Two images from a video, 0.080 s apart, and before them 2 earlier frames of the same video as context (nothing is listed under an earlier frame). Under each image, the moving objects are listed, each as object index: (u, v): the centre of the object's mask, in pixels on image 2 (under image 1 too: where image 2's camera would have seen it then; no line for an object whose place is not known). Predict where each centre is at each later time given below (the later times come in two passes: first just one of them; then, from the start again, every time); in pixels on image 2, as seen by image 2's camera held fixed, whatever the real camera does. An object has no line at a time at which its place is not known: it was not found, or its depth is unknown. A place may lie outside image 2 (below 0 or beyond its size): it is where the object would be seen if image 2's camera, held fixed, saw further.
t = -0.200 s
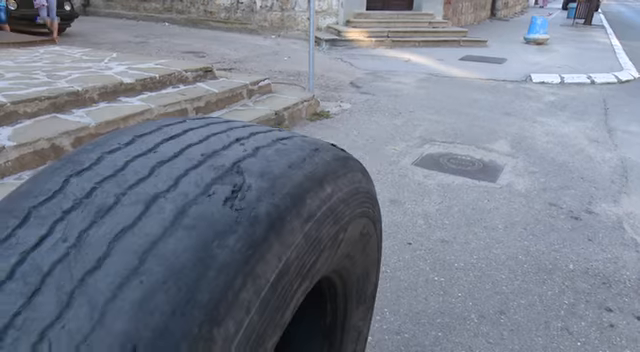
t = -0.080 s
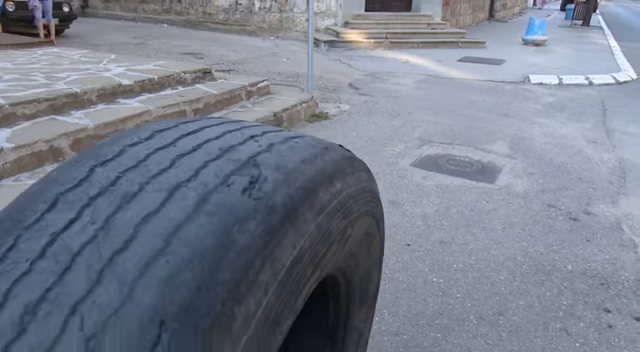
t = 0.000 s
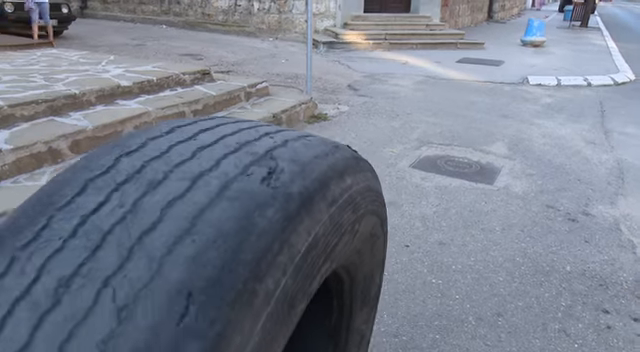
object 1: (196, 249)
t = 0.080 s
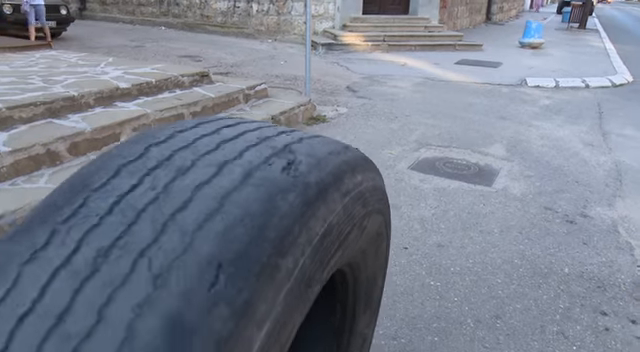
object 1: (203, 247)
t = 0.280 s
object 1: (227, 235)
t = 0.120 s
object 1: (207, 245)
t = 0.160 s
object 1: (212, 243)
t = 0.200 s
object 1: (216, 241)
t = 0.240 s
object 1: (221, 238)
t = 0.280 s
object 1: (227, 235)
